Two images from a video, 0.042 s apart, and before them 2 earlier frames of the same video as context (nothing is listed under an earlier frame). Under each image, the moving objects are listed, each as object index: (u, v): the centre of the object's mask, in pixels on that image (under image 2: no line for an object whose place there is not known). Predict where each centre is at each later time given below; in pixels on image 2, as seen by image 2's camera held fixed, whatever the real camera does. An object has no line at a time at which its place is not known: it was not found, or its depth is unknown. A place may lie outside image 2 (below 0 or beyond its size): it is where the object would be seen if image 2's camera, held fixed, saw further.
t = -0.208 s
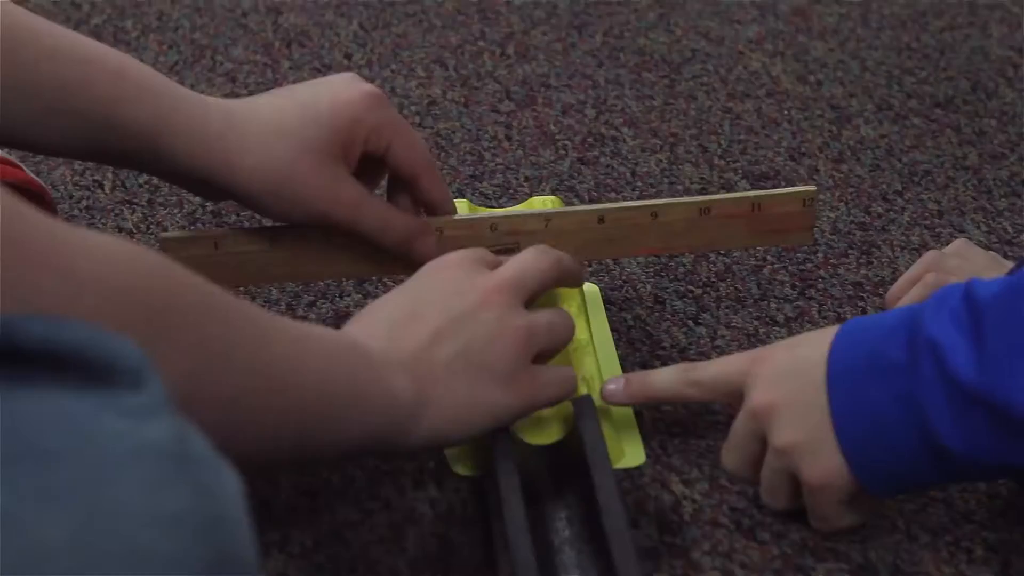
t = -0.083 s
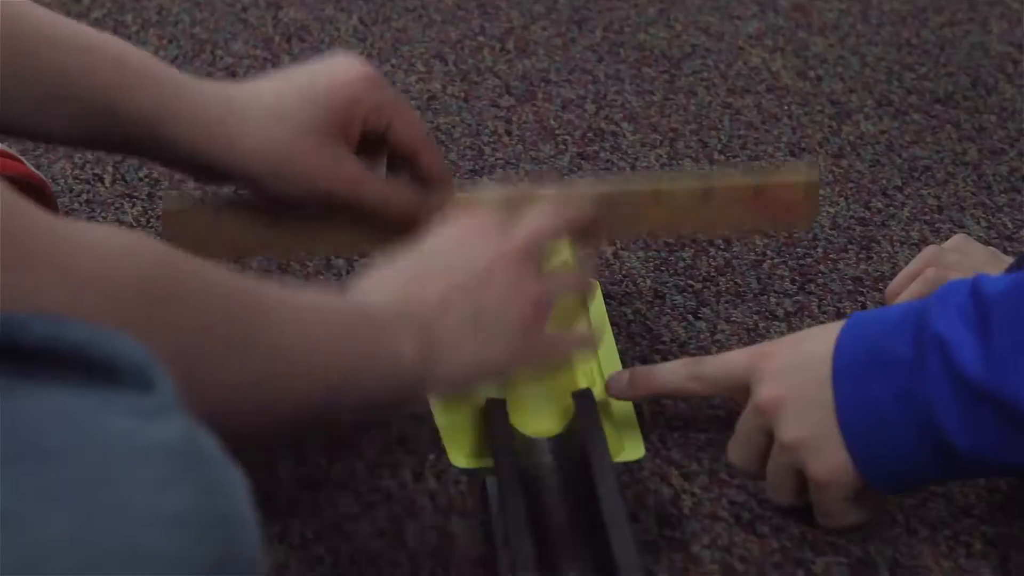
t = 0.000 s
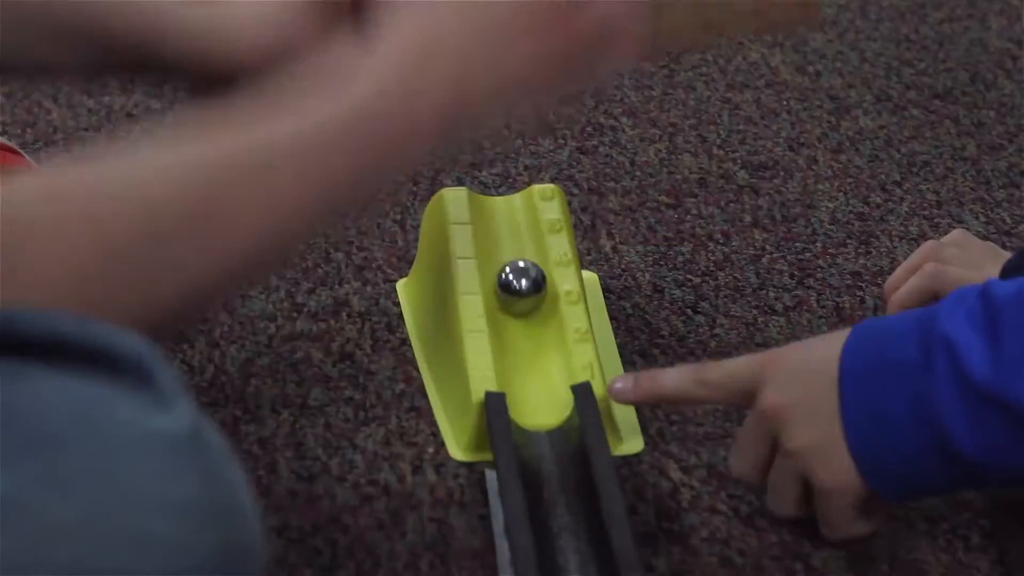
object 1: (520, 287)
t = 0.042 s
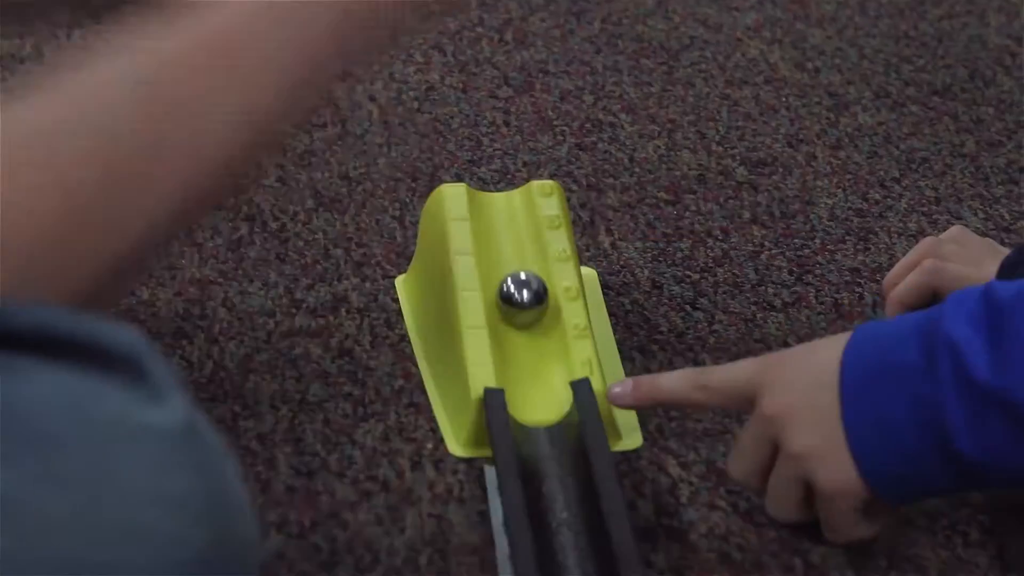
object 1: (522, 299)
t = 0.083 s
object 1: (525, 320)
